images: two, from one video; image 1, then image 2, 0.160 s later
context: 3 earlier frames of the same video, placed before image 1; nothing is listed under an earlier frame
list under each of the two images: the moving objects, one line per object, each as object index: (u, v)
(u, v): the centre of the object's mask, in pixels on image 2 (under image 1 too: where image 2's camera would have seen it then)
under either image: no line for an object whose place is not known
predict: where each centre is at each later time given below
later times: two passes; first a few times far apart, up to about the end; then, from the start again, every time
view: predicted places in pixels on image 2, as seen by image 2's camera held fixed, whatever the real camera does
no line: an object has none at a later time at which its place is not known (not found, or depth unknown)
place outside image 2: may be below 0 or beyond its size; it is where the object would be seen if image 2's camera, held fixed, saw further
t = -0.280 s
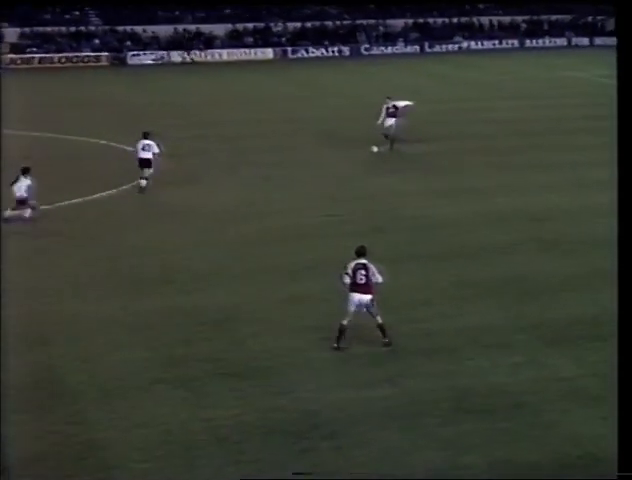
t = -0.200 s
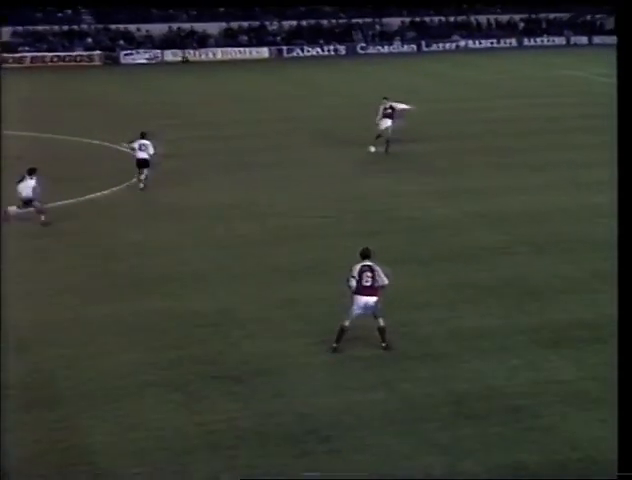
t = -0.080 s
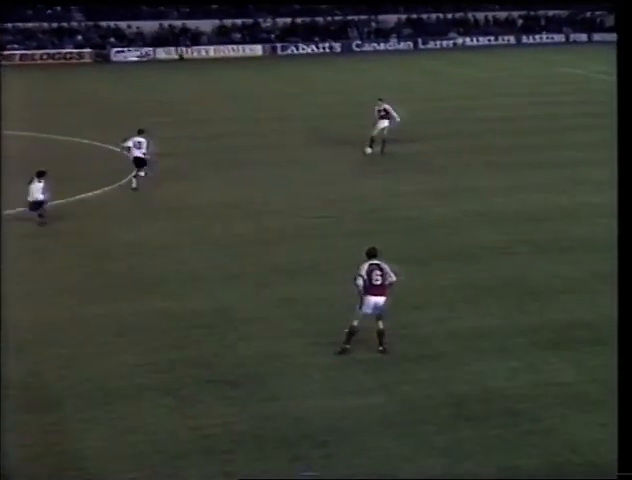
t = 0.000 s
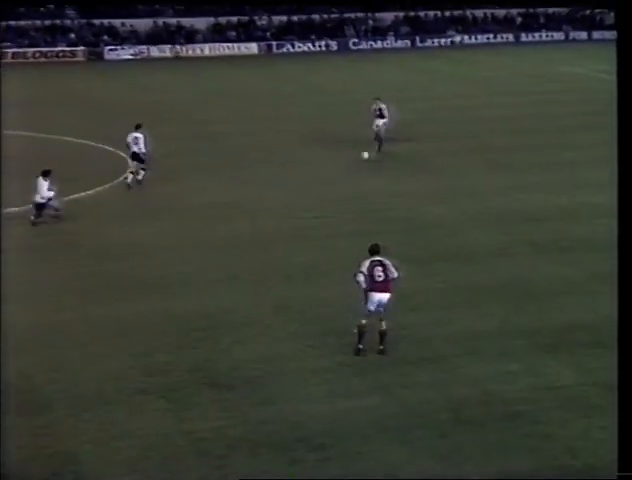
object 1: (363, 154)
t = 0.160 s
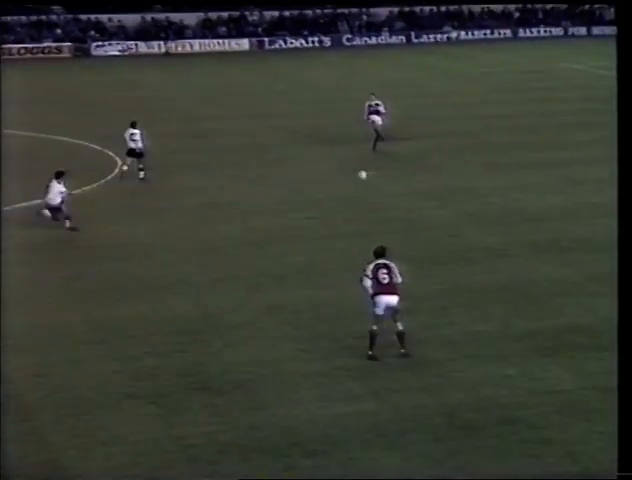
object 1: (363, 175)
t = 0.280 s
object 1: (366, 190)
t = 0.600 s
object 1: (381, 231)
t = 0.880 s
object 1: (398, 274)
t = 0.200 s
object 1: (363, 183)
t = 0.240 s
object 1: (365, 188)
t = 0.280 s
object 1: (366, 190)
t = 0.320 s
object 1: (371, 194)
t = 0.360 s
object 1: (371, 199)
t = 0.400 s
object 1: (371, 205)
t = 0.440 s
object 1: (373, 212)
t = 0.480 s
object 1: (376, 220)
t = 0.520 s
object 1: (378, 226)
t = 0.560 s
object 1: (380, 227)
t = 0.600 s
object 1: (381, 231)
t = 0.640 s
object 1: (383, 234)
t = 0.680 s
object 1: (385, 239)
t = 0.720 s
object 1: (388, 245)
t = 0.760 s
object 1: (389, 252)
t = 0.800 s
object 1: (393, 260)
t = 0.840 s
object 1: (394, 270)
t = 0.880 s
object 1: (398, 274)
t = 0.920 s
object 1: (399, 277)
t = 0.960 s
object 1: (402, 281)
